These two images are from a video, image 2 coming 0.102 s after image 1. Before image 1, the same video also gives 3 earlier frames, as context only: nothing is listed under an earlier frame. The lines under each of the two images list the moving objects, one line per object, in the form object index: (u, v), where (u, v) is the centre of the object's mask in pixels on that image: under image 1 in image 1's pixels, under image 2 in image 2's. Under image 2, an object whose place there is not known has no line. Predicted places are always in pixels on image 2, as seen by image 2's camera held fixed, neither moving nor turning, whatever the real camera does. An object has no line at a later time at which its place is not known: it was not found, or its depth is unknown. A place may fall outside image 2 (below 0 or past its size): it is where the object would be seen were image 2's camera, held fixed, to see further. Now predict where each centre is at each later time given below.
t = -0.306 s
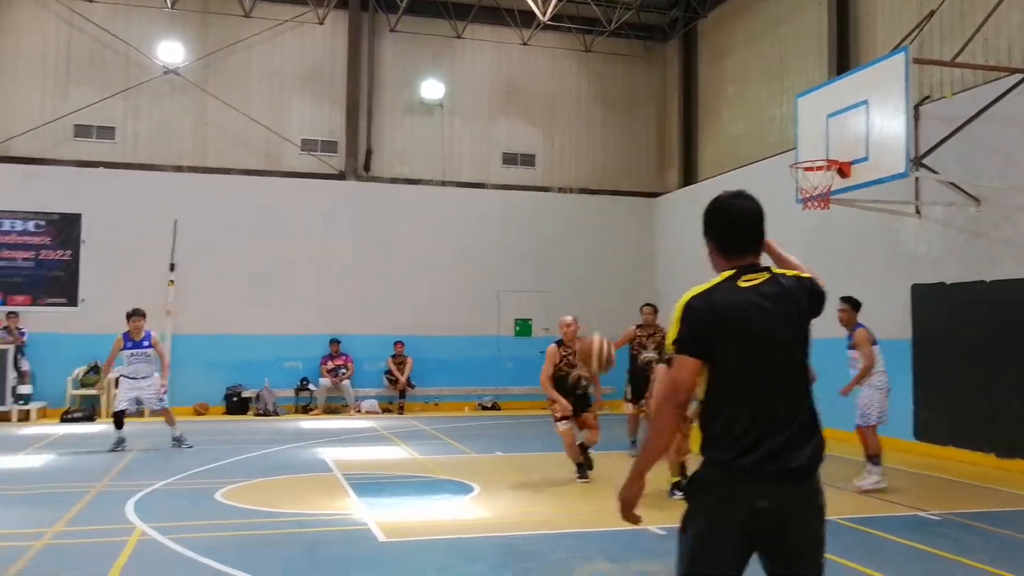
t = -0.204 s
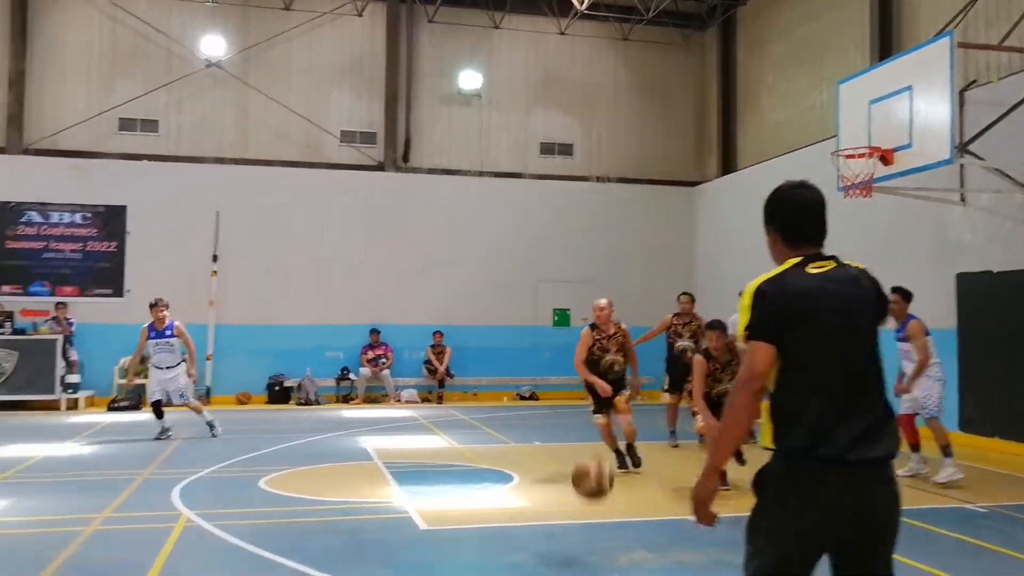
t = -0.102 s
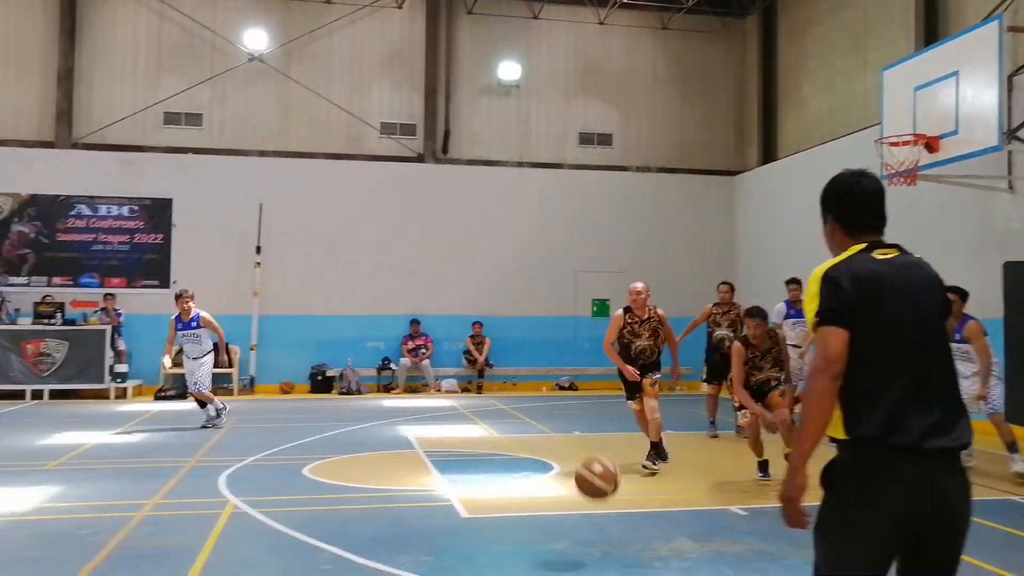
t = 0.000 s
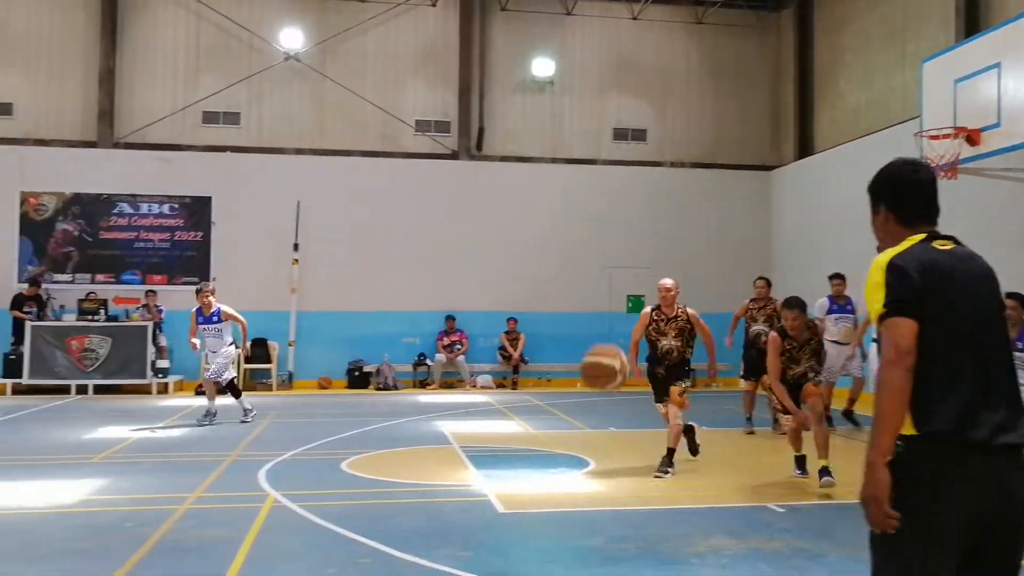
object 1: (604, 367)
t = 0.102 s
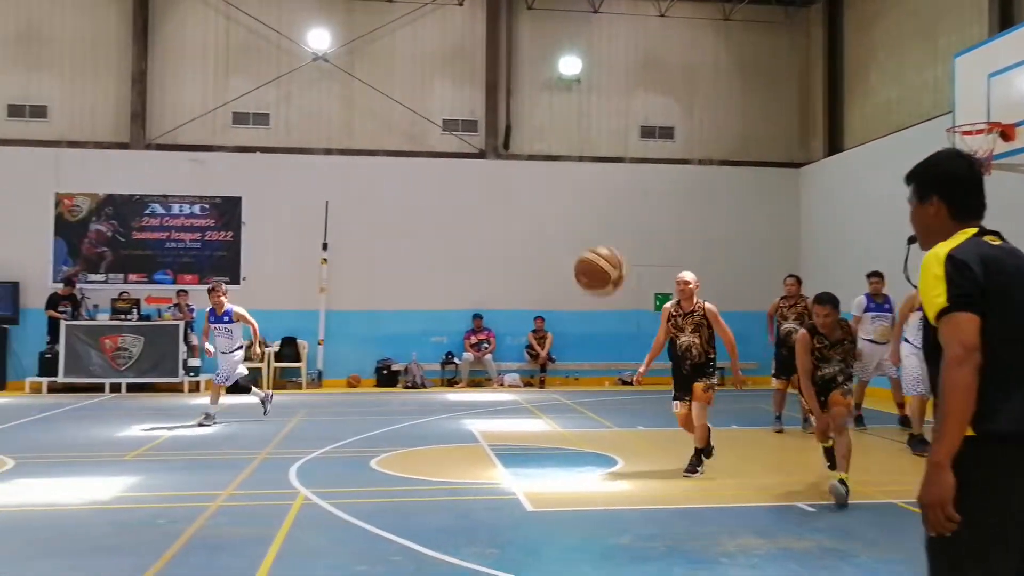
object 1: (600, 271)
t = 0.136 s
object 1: (589, 242)
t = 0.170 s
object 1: (578, 213)
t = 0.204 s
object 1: (566, 186)
